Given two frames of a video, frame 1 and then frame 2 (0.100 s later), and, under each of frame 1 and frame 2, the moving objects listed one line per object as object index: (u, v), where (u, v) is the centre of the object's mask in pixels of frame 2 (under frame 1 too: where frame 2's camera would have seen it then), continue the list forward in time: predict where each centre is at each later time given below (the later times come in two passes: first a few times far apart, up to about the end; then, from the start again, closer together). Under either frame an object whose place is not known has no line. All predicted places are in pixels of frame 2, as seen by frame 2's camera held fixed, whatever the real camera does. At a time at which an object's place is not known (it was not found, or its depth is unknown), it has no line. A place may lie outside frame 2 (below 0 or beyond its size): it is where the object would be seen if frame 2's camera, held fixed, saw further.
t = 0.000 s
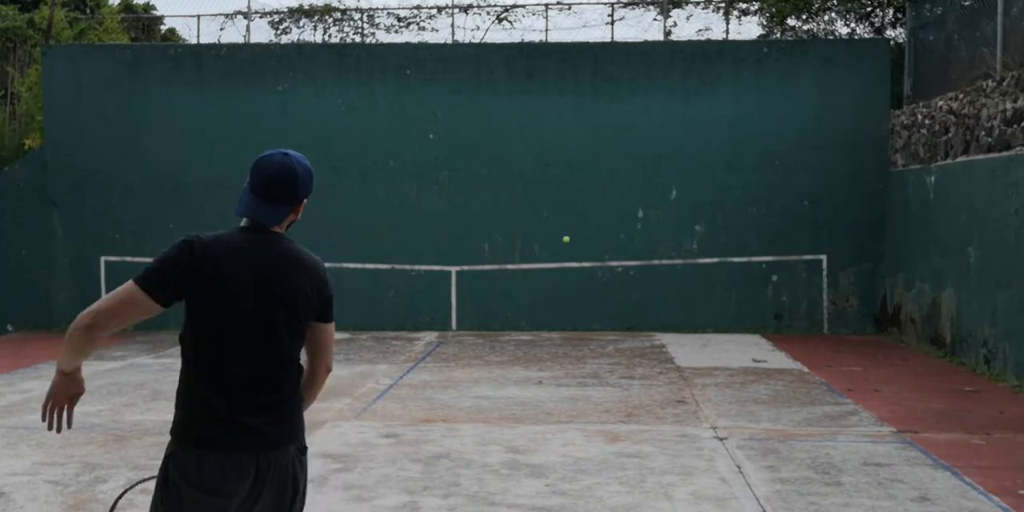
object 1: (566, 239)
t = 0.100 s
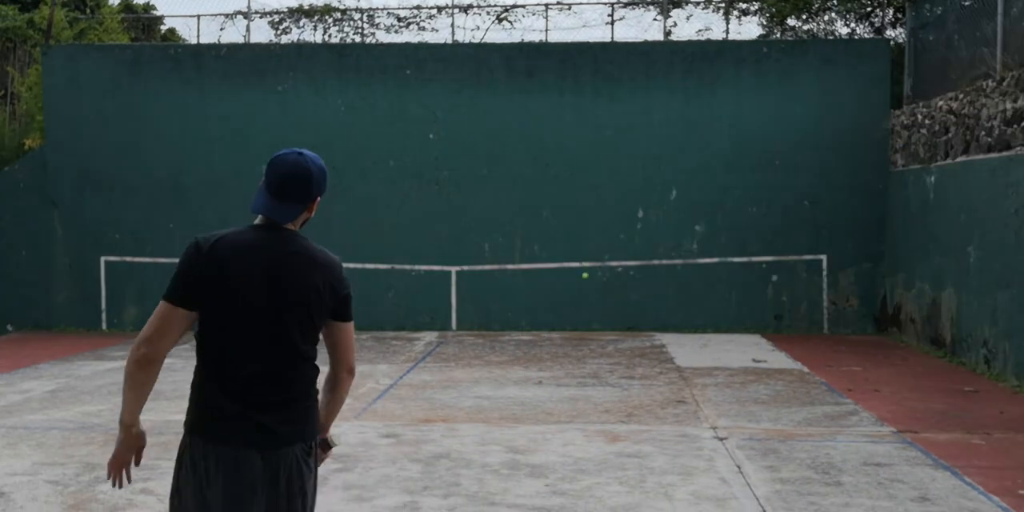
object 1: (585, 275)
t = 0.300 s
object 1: (607, 323)
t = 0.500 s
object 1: (618, 286)
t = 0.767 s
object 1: (636, 287)
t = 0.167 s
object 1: (594, 301)
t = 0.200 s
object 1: (600, 310)
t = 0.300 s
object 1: (607, 323)
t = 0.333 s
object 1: (607, 315)
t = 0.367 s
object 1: (610, 307)
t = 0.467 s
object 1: (616, 290)
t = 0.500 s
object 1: (618, 286)
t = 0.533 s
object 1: (620, 282)
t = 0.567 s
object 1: (622, 280)
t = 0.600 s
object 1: (624, 278)
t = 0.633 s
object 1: (626, 278)
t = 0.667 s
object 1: (628, 278)
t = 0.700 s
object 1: (631, 280)
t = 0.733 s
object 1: (633, 283)
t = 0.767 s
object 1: (636, 287)
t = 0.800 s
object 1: (639, 292)
